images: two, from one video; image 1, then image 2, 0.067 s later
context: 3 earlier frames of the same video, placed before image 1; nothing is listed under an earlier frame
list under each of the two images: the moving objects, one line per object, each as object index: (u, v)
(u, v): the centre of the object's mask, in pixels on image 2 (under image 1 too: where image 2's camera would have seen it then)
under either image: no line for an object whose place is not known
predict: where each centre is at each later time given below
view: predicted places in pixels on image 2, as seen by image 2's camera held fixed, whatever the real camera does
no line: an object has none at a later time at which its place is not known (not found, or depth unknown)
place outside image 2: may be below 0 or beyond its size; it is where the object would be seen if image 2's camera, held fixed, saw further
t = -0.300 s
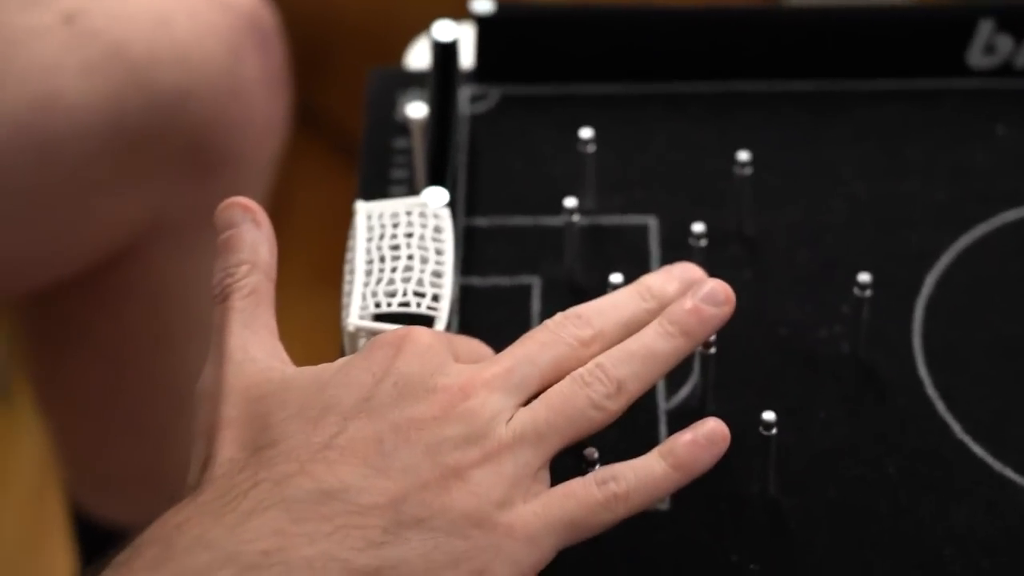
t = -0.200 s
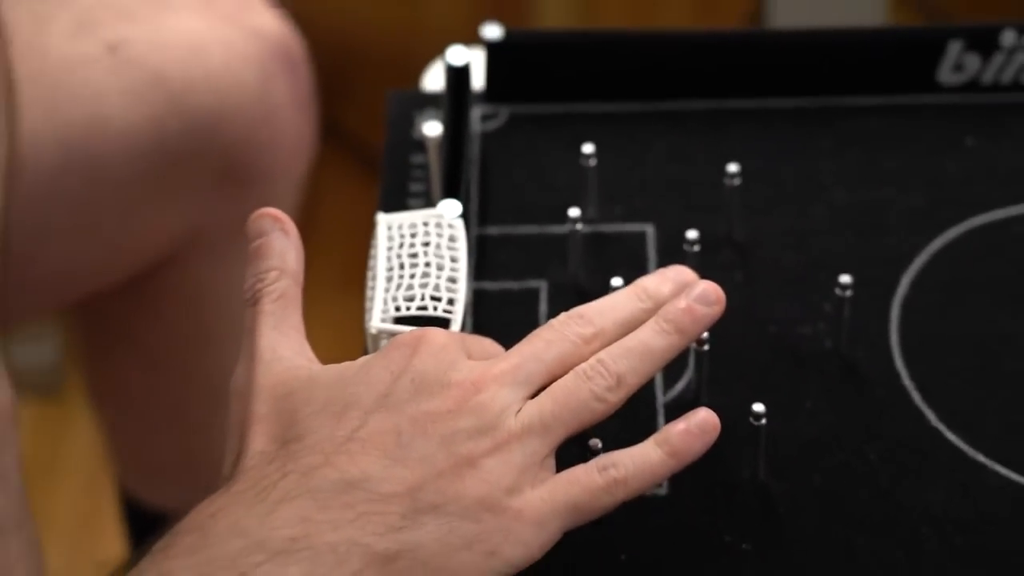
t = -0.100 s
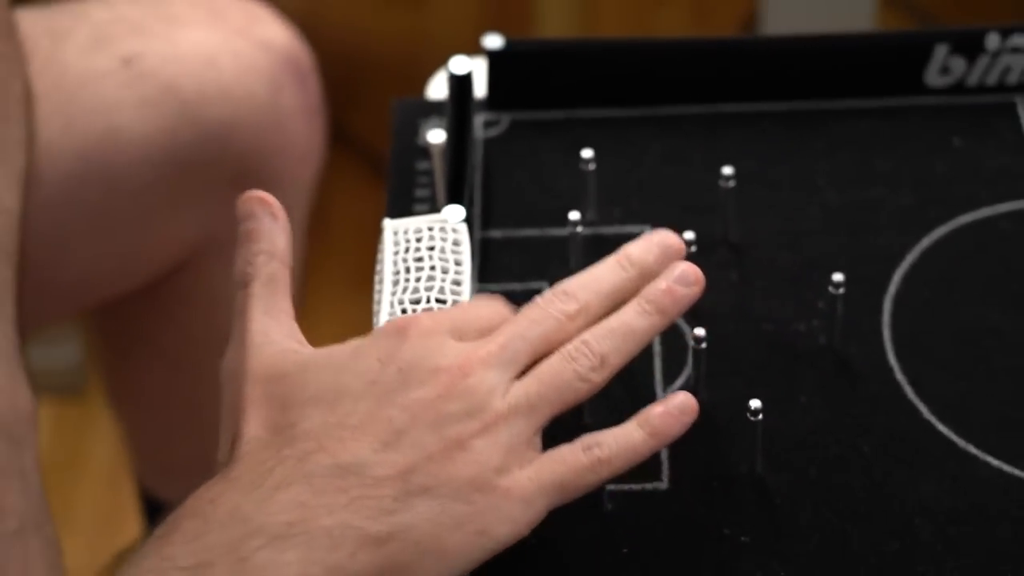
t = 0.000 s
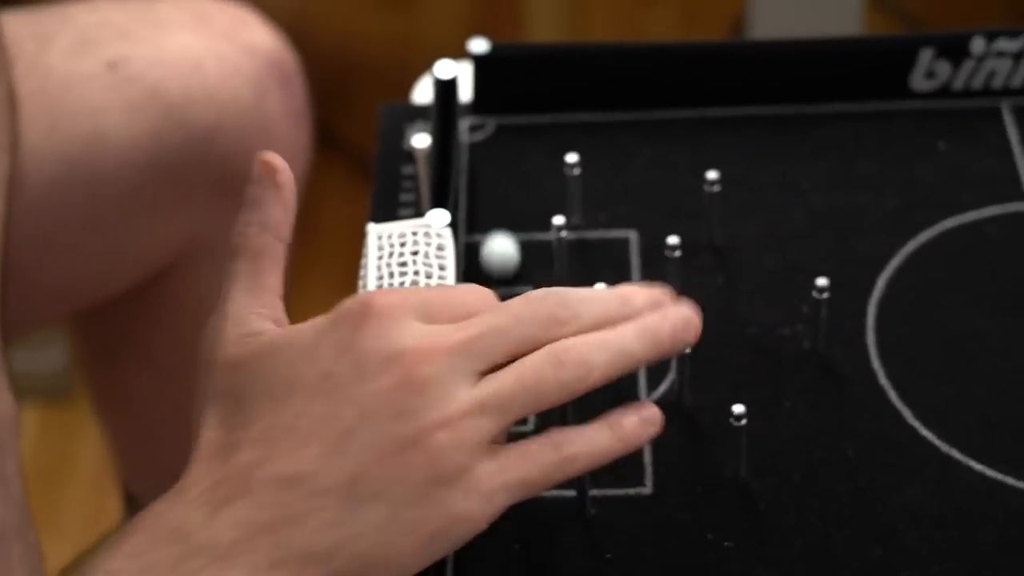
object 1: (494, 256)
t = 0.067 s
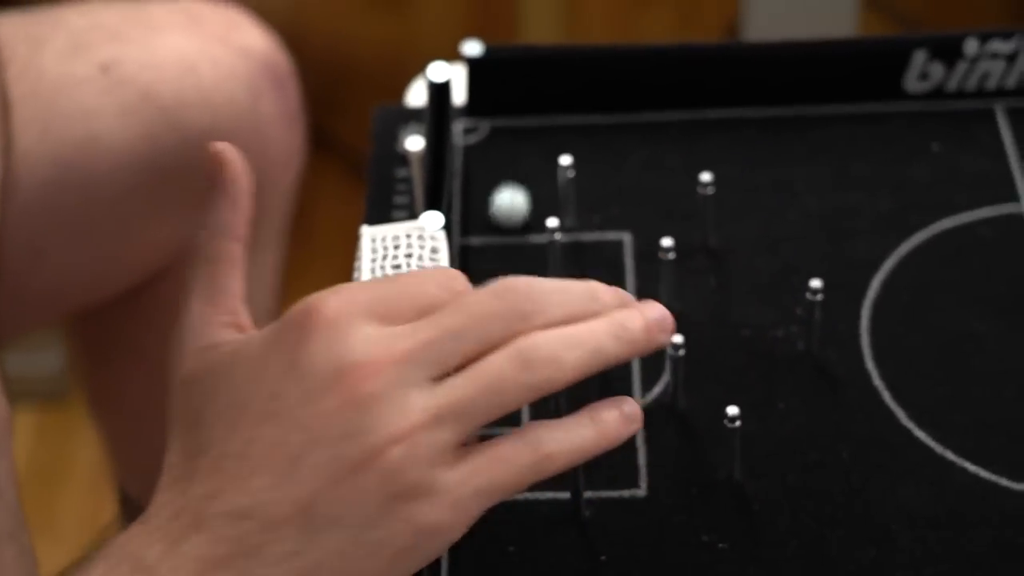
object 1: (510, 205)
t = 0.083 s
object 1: (514, 194)
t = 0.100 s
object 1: (518, 183)
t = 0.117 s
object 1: (523, 171)
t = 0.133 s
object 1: (526, 162)
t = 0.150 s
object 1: (529, 153)
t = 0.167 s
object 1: (533, 142)
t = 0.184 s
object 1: (536, 133)
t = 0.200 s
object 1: (539, 123)
